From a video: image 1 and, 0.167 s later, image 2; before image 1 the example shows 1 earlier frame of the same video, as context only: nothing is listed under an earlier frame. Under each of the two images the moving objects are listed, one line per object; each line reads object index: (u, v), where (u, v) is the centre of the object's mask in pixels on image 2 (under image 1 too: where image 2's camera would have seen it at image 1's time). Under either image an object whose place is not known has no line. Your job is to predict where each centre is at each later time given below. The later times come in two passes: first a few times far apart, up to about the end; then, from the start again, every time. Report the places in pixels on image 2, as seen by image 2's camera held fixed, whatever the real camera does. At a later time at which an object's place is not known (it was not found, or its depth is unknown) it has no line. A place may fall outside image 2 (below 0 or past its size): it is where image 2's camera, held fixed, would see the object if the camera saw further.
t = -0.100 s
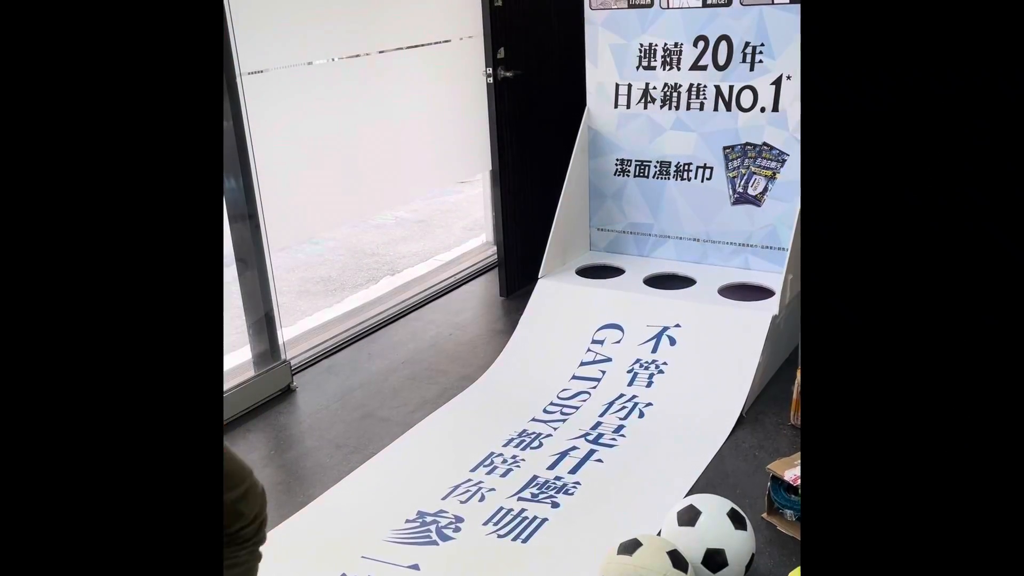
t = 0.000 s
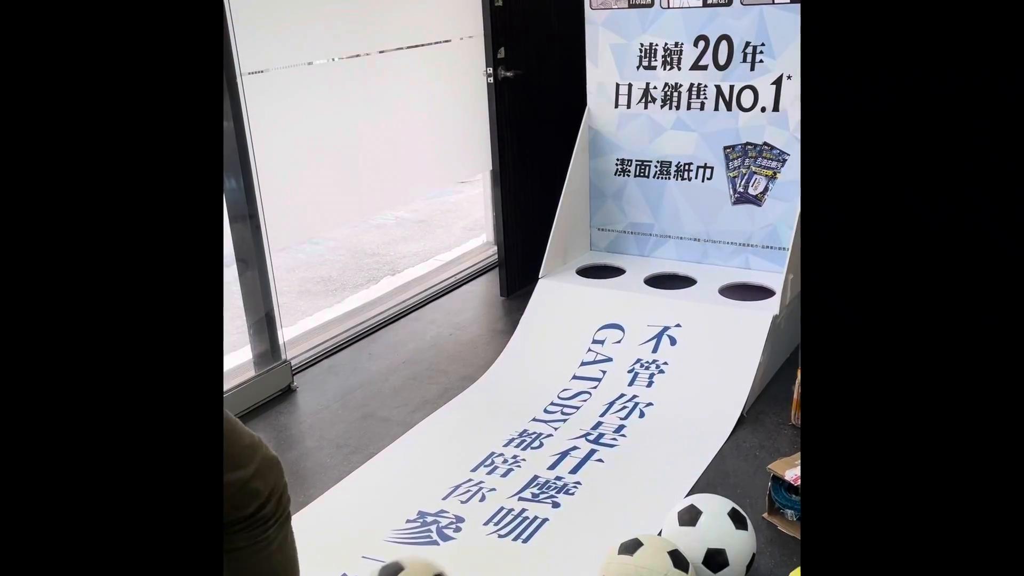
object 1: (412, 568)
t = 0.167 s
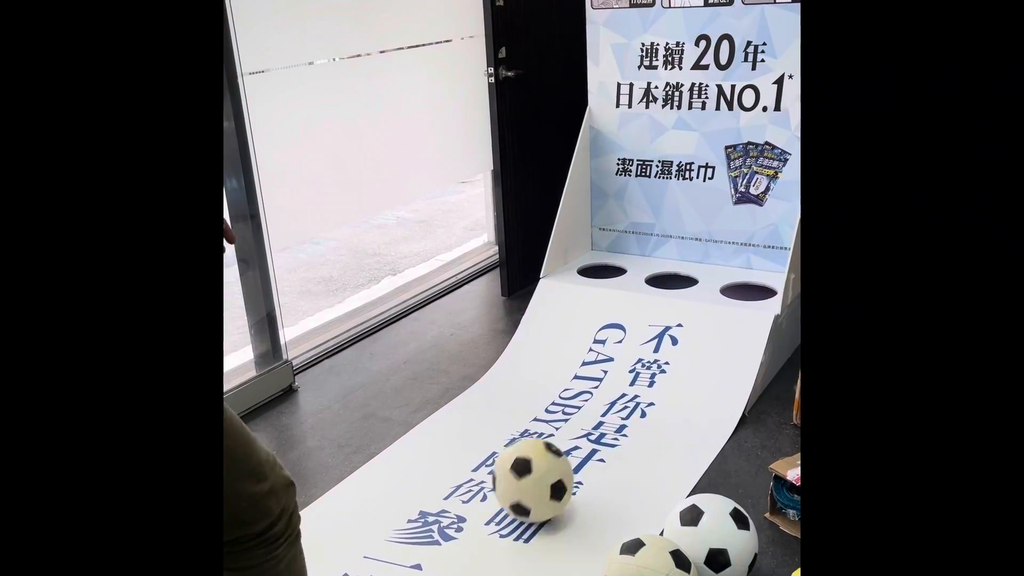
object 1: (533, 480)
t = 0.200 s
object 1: (546, 466)
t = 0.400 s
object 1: (609, 396)
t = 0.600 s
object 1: (649, 317)
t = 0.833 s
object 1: (672, 257)
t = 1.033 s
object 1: (653, 238)
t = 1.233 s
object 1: (615, 232)
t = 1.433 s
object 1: (599, 237)
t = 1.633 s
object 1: (597, 248)
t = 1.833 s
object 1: (601, 255)
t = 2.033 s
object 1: (601, 255)
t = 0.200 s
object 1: (546, 466)
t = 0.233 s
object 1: (558, 452)
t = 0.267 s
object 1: (569, 440)
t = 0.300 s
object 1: (578, 429)
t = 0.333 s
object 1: (588, 417)
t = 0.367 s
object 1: (599, 407)
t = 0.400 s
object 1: (609, 396)
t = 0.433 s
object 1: (618, 387)
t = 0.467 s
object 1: (627, 376)
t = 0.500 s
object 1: (634, 362)
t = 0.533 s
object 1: (639, 346)
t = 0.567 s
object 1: (645, 331)
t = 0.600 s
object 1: (649, 317)
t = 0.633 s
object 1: (652, 303)
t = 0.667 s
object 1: (656, 290)
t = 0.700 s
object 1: (659, 278)
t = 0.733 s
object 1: (662, 268)
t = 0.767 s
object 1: (665, 262)
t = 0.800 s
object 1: (669, 258)
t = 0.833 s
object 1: (672, 257)
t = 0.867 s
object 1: (675, 260)
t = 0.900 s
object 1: (677, 262)
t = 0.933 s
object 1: (673, 256)
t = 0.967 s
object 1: (666, 248)
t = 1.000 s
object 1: (660, 242)
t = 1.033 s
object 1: (653, 238)
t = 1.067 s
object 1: (647, 238)
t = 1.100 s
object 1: (640, 240)
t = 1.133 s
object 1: (634, 239)
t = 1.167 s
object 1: (627, 235)
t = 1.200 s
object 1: (621, 233)
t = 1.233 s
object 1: (615, 232)
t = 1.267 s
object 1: (608, 235)
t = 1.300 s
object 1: (601, 235)
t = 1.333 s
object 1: (595, 233)
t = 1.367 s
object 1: (594, 232)
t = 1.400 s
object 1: (596, 233)
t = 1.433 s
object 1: (599, 237)
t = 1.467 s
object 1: (602, 244)
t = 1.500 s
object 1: (604, 252)
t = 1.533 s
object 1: (601, 255)
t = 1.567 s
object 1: (599, 254)
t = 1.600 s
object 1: (597, 250)
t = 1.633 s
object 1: (597, 248)
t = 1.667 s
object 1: (596, 249)
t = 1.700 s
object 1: (595, 251)
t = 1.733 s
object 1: (597, 250)
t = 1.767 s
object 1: (600, 251)
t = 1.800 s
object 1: (601, 254)
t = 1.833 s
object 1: (601, 255)
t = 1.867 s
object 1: (598, 256)
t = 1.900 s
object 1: (598, 254)
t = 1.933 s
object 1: (597, 254)
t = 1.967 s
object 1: (598, 254)
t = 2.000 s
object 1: (600, 254)
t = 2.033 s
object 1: (601, 255)
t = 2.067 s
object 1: (600, 256)
